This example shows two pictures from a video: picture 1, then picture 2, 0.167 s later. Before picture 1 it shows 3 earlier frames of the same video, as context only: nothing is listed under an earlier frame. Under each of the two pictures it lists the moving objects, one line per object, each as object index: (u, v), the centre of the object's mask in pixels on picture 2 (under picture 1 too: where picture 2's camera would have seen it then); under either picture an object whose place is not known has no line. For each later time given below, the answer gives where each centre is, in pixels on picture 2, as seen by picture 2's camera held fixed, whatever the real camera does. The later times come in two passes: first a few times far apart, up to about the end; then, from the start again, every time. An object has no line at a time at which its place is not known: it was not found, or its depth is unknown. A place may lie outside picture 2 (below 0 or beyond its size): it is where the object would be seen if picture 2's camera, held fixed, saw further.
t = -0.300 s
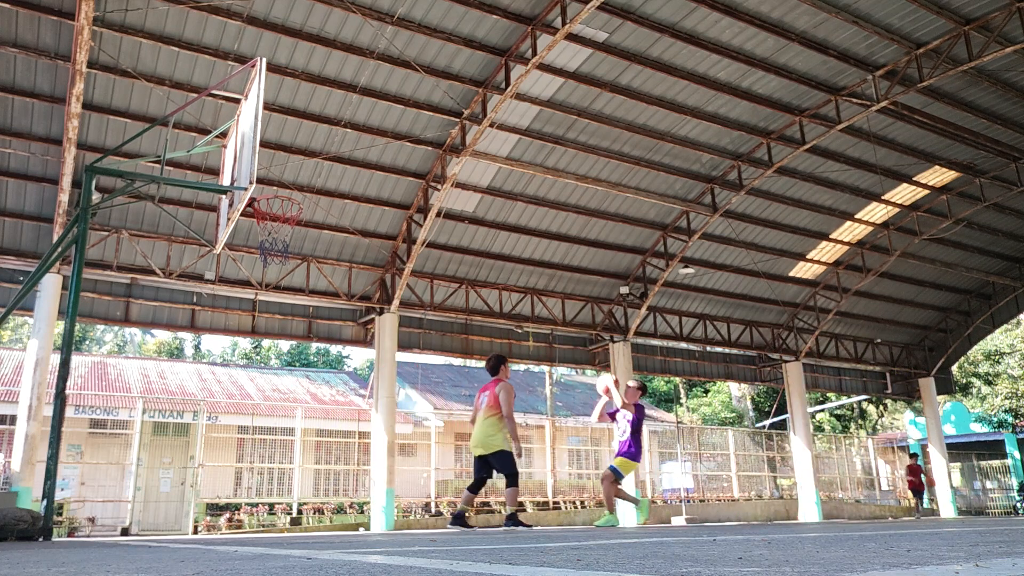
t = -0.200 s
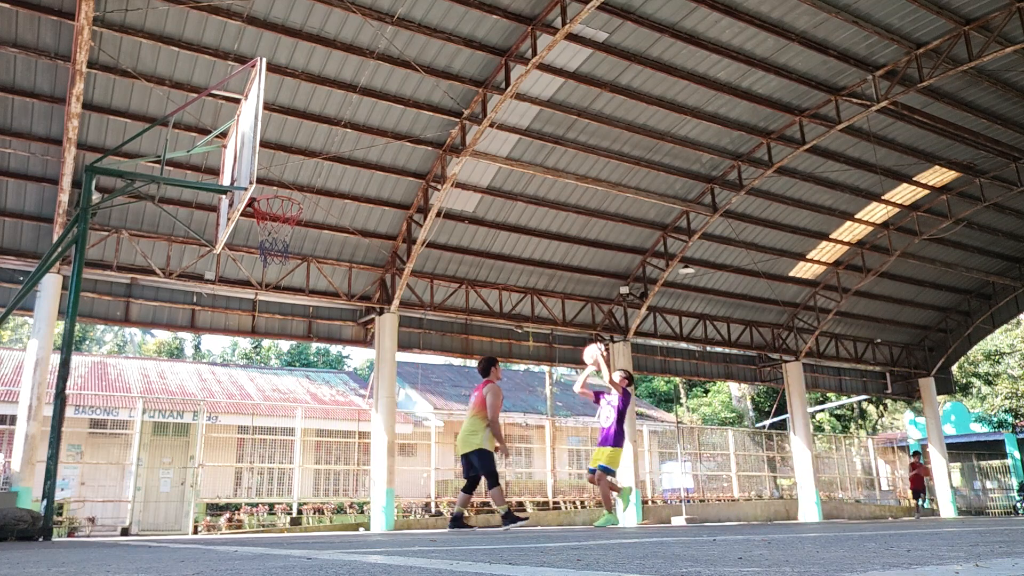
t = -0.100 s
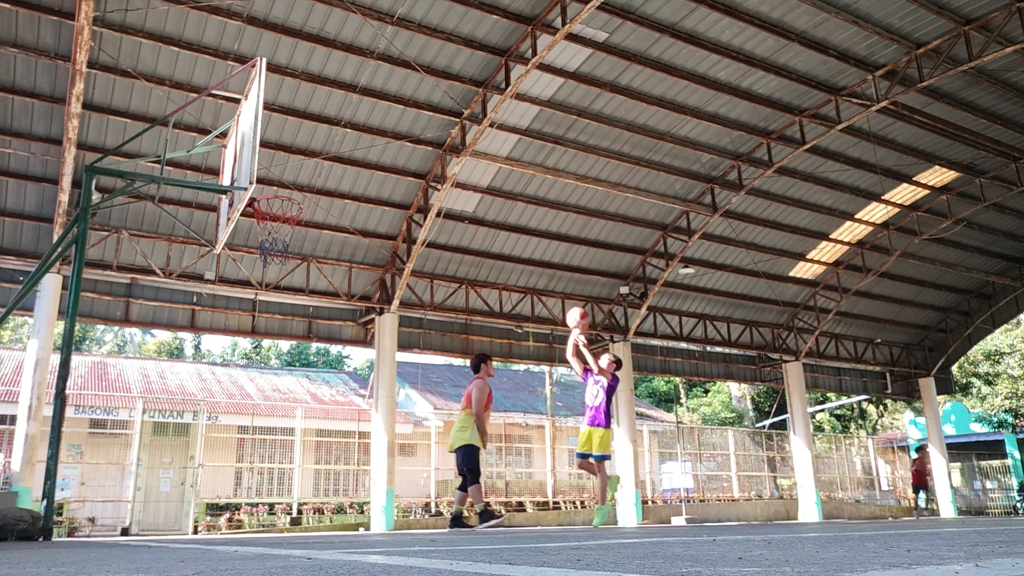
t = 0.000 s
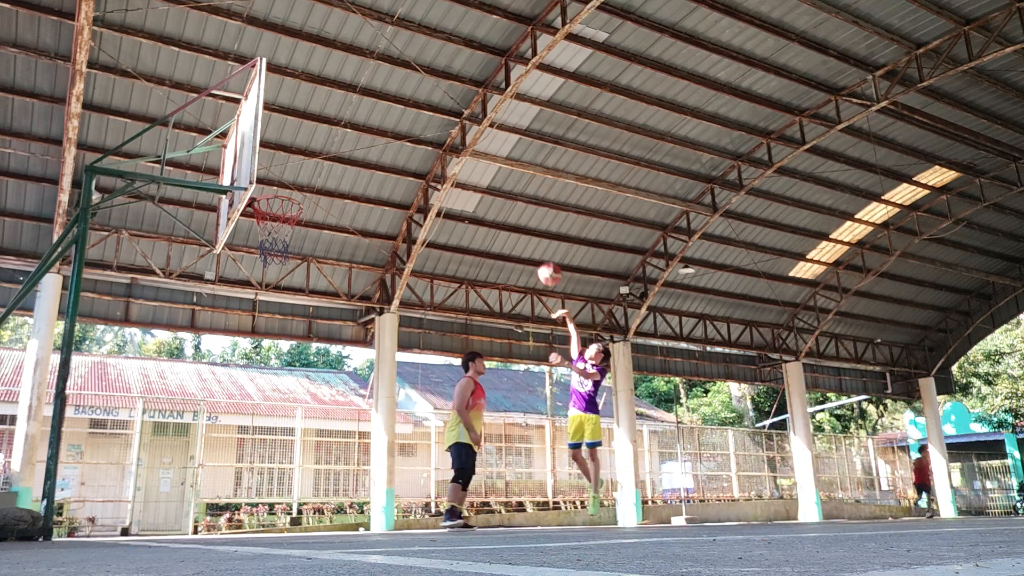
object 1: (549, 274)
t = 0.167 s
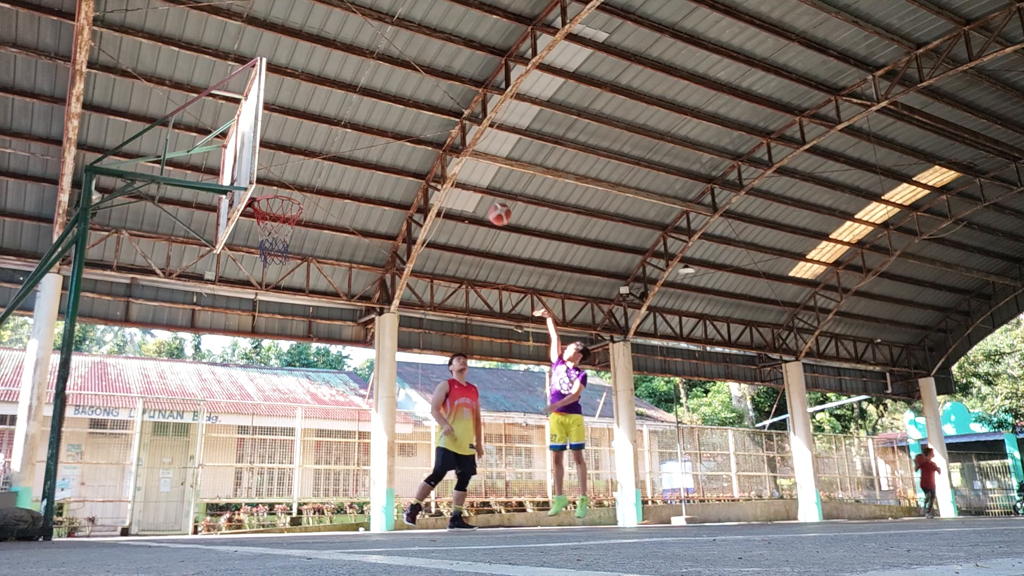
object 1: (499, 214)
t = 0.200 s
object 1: (489, 205)
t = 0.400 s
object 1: (427, 167)
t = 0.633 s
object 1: (350, 163)
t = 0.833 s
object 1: (279, 200)
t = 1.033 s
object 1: (242, 243)
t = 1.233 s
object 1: (227, 303)
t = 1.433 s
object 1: (205, 412)
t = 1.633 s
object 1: (192, 491)
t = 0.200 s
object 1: (489, 205)
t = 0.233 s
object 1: (479, 196)
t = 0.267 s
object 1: (469, 188)
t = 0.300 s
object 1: (459, 181)
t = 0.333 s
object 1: (448, 176)
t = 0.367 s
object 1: (437, 172)
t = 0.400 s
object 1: (427, 167)
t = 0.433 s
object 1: (416, 164)
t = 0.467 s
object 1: (406, 161)
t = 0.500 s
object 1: (395, 159)
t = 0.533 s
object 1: (384, 159)
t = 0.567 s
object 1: (373, 159)
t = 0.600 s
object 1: (362, 161)
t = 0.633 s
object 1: (350, 163)
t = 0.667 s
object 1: (339, 166)
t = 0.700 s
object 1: (327, 171)
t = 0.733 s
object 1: (316, 177)
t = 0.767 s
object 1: (303, 183)
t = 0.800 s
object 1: (291, 189)
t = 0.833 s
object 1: (279, 200)
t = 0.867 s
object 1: (266, 210)
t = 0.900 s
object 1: (256, 218)
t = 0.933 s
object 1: (252, 220)
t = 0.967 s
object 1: (249, 233)
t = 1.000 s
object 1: (246, 237)
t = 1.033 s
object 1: (242, 243)
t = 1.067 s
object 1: (240, 250)
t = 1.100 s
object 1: (237, 258)
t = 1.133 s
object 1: (235, 268)
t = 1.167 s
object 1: (233, 277)
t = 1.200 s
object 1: (230, 291)
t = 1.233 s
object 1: (227, 303)
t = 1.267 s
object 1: (224, 320)
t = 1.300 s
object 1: (220, 334)
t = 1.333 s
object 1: (216, 352)
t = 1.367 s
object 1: (212, 371)
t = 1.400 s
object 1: (209, 390)
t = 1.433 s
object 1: (205, 412)
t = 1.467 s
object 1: (200, 435)
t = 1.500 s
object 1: (196, 460)
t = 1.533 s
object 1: (191, 487)
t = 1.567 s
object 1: (186, 515)
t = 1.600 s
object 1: (187, 513)
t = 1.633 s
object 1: (192, 491)
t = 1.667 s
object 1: (197, 470)
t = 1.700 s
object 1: (201, 451)
